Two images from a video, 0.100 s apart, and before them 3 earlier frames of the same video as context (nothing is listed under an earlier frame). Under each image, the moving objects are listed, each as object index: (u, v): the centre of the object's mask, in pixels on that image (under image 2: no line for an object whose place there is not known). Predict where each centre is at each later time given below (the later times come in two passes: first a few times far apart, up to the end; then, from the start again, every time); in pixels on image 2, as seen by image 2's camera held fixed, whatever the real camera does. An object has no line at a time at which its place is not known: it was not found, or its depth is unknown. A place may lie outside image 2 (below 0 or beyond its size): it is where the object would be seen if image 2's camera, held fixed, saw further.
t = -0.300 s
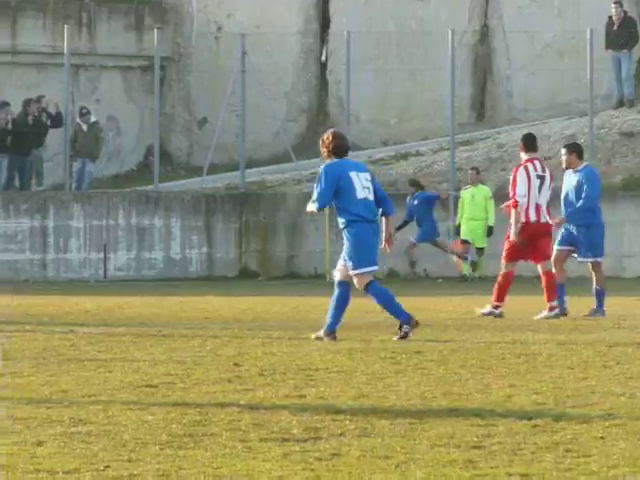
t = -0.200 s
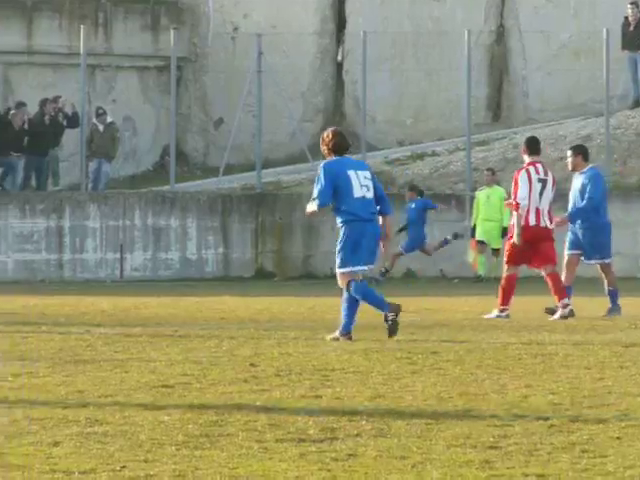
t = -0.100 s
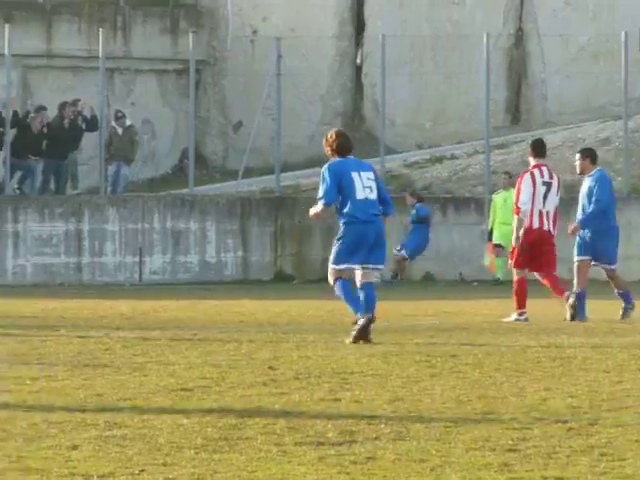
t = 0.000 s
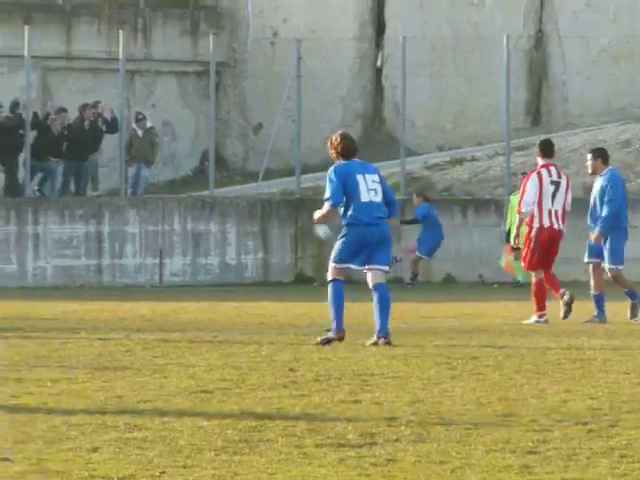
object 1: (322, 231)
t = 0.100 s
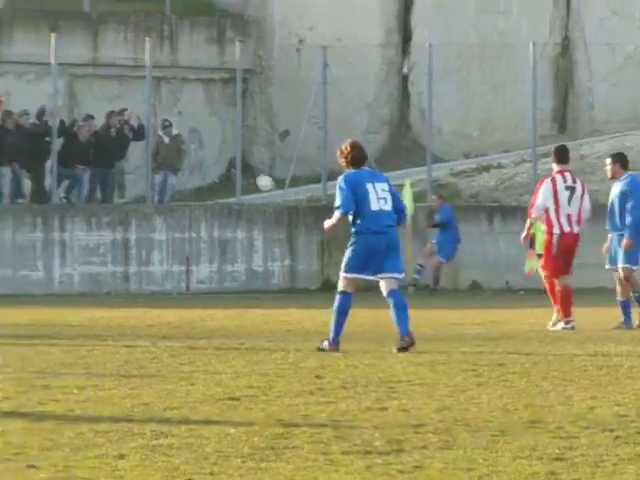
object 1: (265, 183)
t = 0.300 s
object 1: (105, 85)
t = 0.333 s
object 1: (80, 71)
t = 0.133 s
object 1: (237, 165)
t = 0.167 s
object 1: (210, 147)
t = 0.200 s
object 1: (183, 131)
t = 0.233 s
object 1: (157, 115)
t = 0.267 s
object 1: (130, 99)
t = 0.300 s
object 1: (105, 85)
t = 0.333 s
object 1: (80, 71)
